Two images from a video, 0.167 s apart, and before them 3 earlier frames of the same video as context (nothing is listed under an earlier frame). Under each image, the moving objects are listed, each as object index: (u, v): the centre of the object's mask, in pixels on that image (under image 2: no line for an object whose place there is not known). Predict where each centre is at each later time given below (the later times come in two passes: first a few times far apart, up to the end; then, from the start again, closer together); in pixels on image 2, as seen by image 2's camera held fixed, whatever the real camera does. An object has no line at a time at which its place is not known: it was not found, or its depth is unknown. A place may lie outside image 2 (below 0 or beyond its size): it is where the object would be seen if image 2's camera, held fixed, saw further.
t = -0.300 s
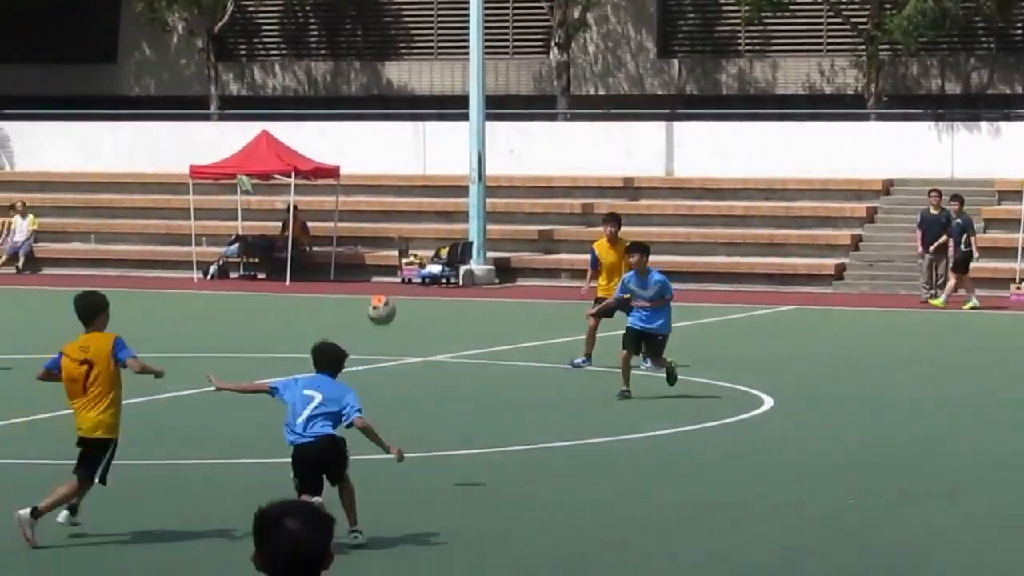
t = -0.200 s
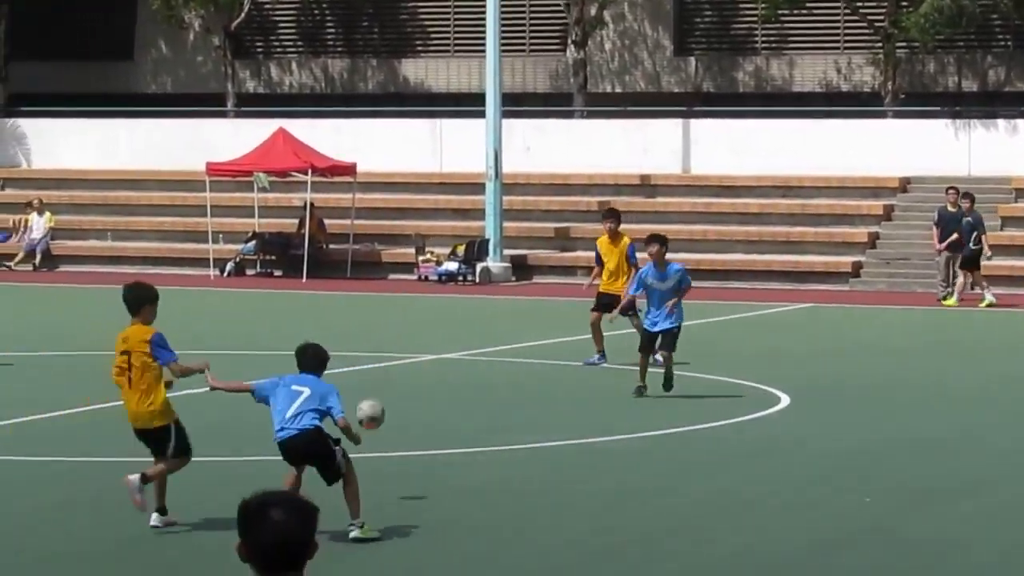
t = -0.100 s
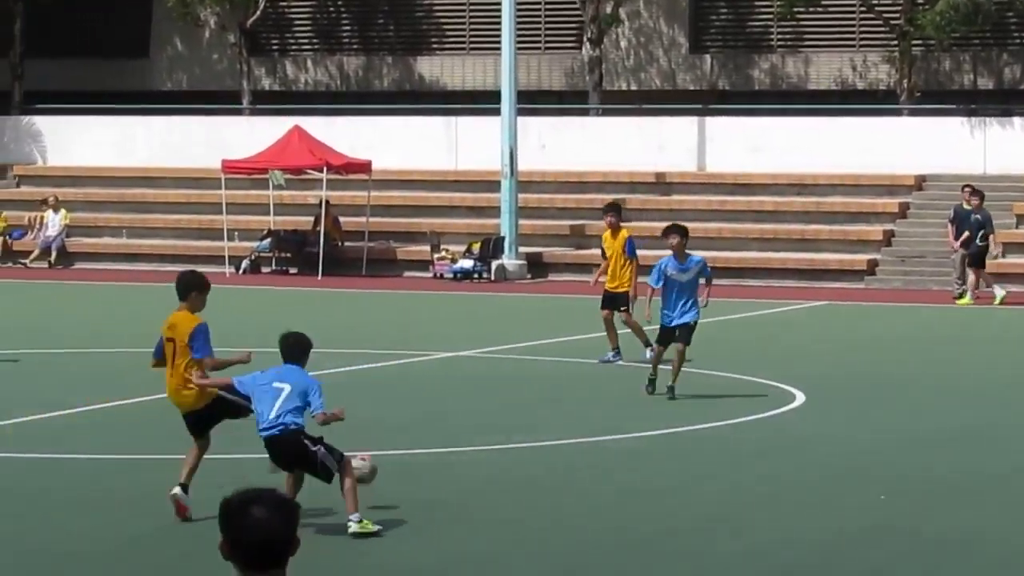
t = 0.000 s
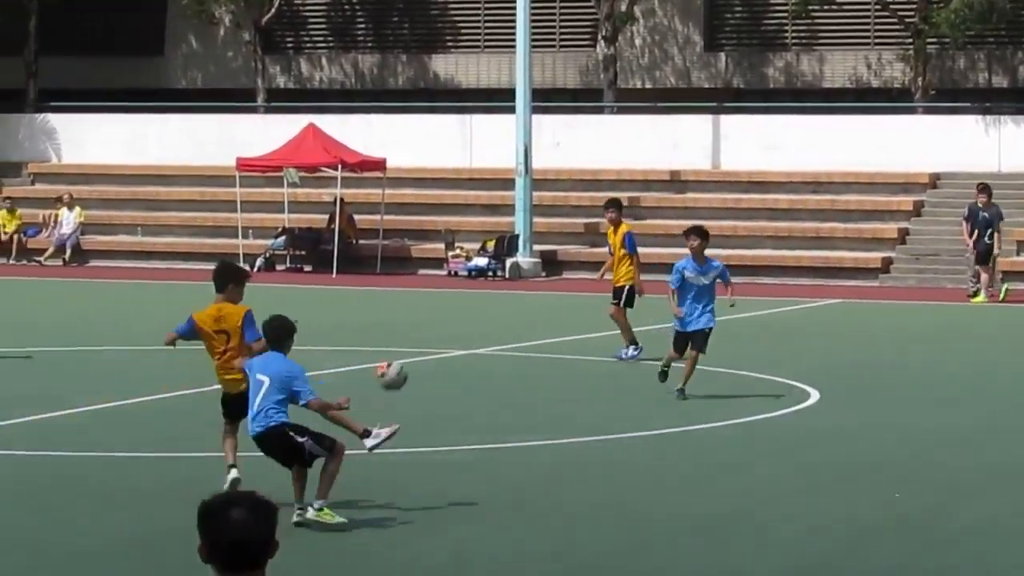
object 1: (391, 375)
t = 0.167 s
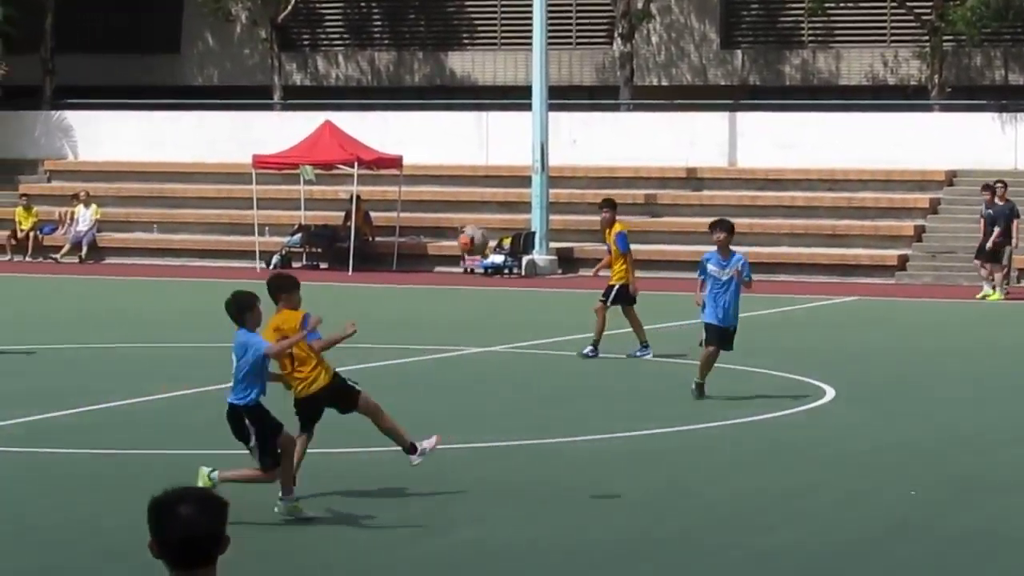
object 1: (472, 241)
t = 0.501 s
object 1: (604, 92)
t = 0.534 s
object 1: (617, 88)
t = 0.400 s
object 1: (565, 120)
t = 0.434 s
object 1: (578, 110)
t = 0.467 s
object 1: (591, 102)
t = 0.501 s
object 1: (604, 92)
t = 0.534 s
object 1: (617, 88)
